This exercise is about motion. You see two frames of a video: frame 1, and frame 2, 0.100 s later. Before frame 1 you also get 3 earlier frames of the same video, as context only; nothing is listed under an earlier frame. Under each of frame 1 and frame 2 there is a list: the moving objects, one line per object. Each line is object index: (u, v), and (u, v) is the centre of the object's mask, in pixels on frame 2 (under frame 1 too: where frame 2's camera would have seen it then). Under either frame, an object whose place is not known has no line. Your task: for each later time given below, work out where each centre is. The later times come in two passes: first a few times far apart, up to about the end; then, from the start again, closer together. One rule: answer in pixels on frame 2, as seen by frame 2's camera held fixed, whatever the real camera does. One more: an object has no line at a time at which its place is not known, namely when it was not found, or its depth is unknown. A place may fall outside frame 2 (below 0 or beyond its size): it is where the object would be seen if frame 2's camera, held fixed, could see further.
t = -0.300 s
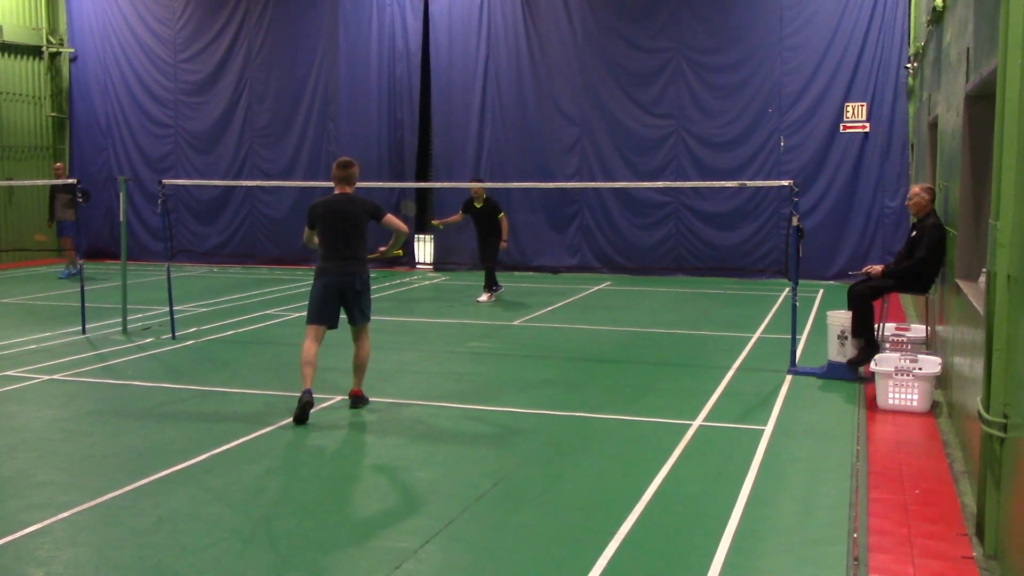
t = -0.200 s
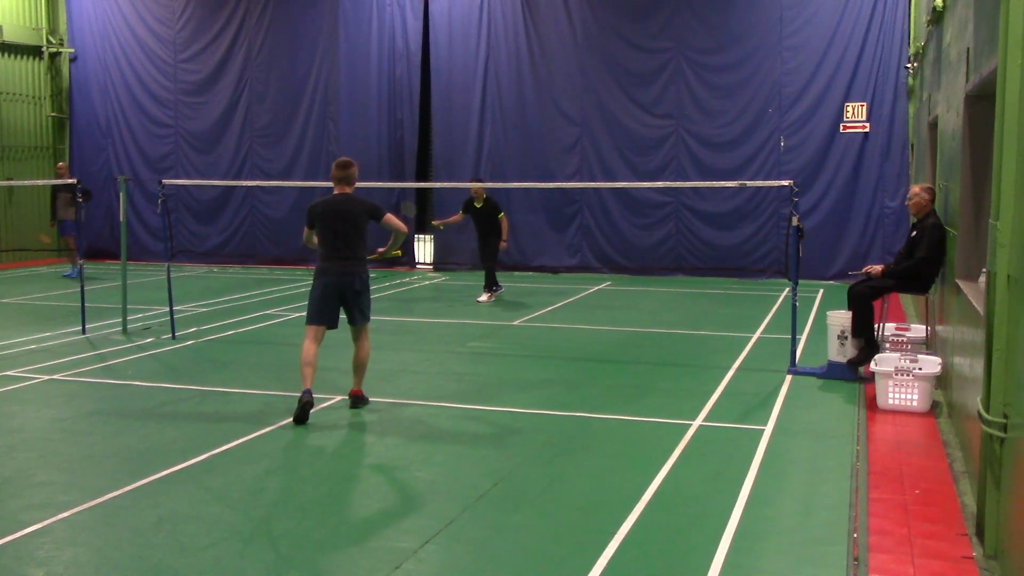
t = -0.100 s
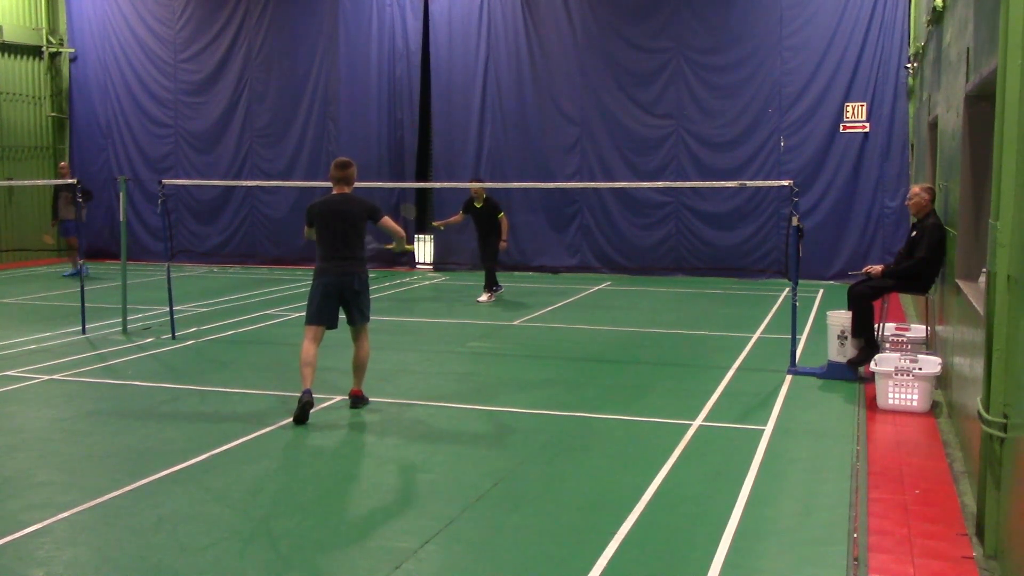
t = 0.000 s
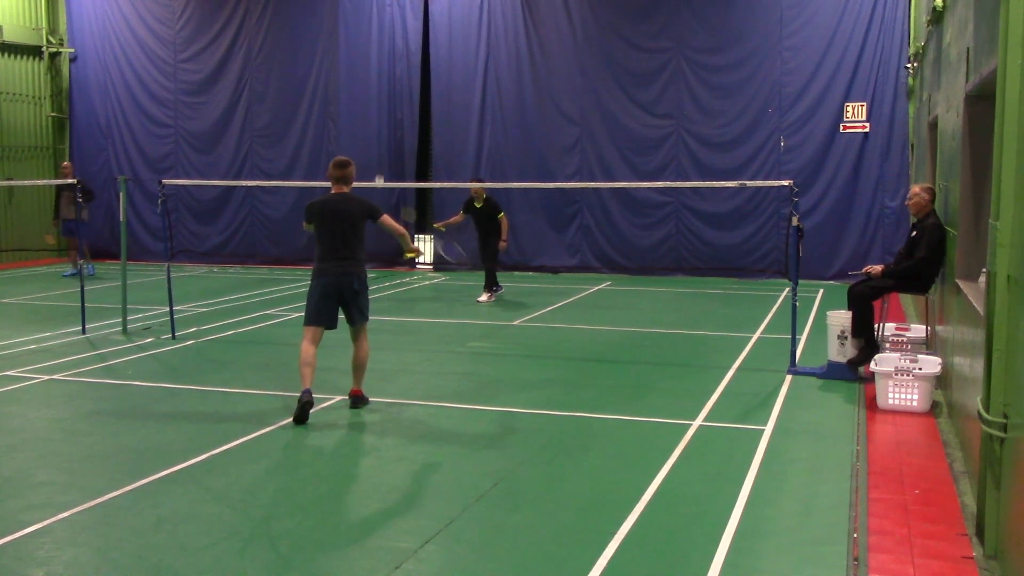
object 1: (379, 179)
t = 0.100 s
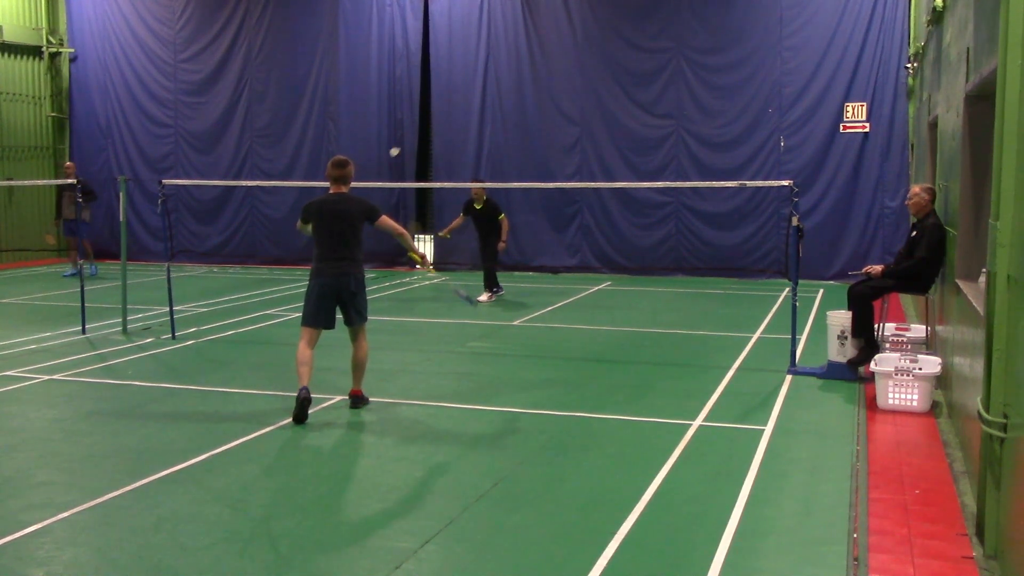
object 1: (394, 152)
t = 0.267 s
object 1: (422, 138)
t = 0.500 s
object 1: (448, 163)
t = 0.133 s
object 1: (402, 146)
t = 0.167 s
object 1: (408, 143)
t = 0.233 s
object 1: (418, 138)
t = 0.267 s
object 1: (422, 138)
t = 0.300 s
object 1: (426, 139)
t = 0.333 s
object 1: (430, 141)
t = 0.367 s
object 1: (434, 144)
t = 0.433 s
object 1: (441, 151)
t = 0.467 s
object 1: (444, 157)
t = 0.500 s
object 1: (448, 163)
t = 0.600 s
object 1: (458, 189)
